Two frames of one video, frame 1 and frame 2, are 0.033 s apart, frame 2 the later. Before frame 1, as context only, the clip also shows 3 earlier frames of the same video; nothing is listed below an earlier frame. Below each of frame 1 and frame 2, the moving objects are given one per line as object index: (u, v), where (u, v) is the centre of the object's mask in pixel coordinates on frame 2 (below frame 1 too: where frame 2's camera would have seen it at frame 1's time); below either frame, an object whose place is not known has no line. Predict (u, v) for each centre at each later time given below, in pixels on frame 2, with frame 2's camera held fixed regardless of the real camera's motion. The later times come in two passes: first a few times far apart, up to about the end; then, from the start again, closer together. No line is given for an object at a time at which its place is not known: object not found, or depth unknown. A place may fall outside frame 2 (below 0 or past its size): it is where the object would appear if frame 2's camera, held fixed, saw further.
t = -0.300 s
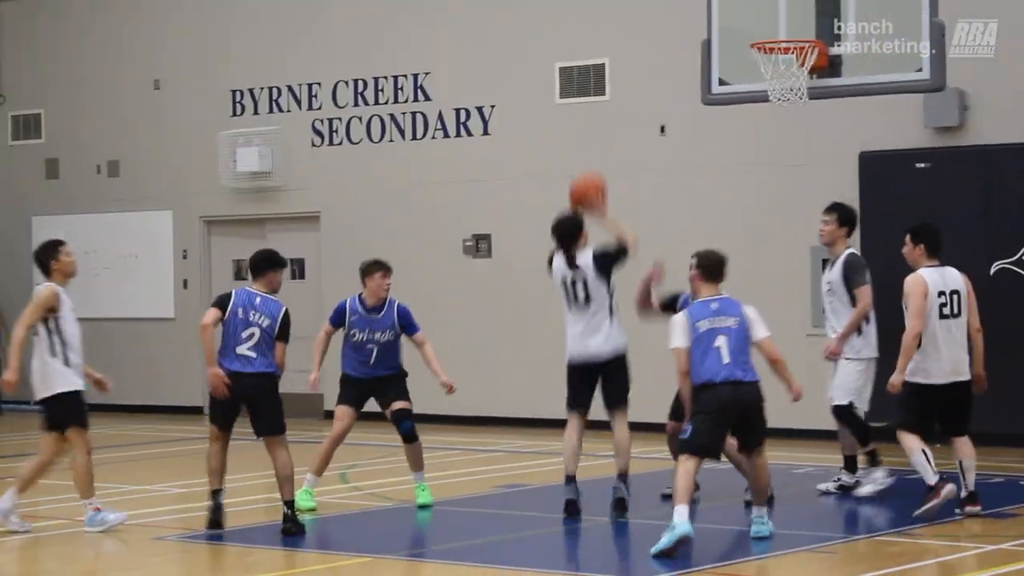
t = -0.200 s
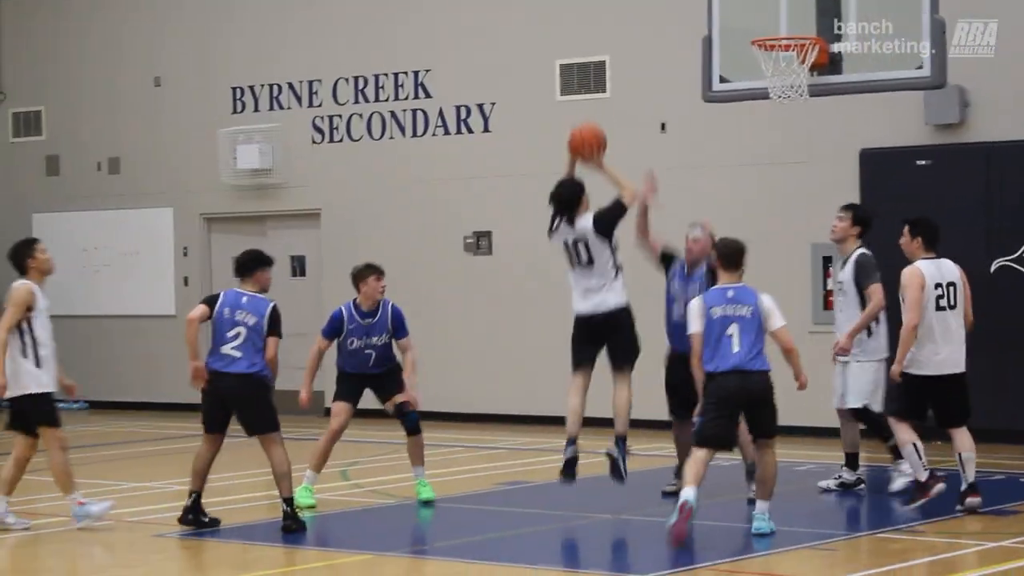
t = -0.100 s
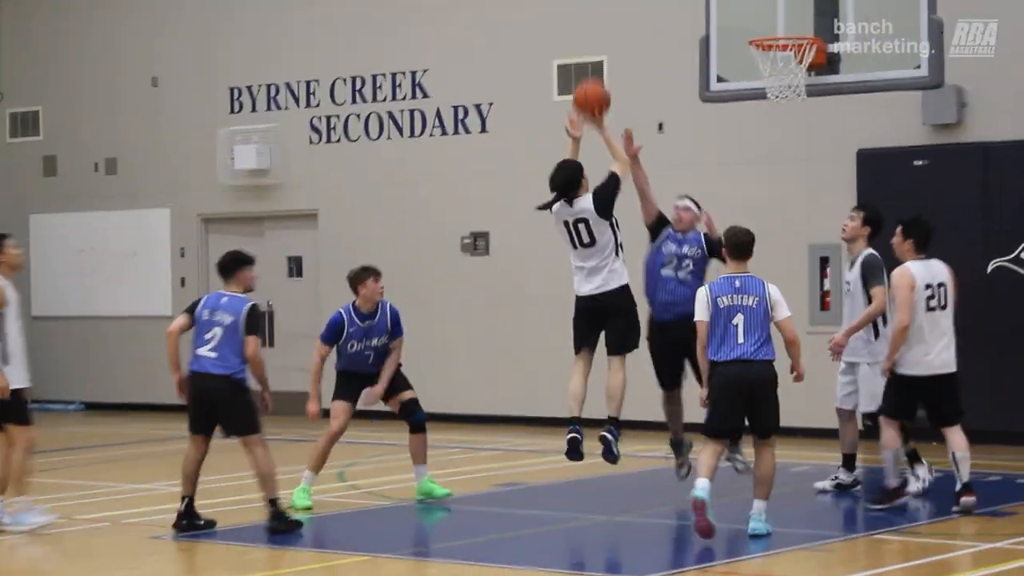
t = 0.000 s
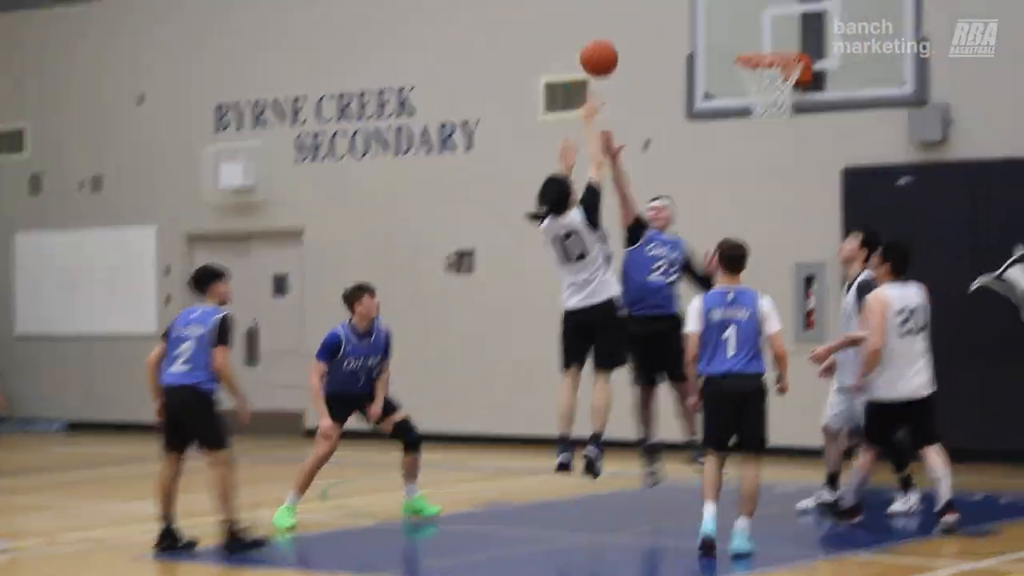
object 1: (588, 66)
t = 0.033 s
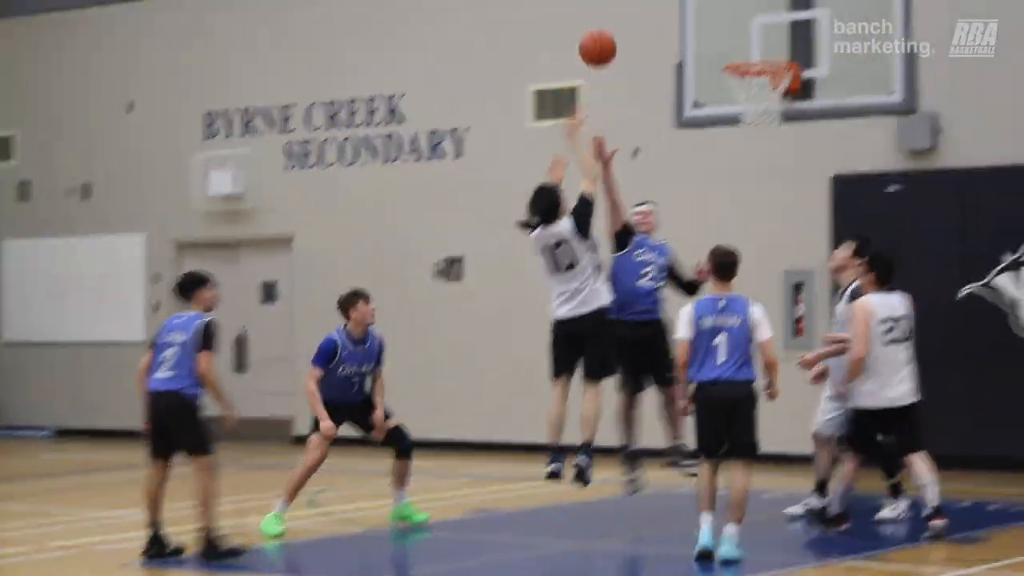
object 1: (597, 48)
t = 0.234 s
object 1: (652, -18)
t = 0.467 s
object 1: (710, -23)
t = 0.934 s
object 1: (753, 163)
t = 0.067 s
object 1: (607, 32)
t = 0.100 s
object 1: (615, 18)
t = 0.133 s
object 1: (625, 6)
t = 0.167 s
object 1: (634, -5)
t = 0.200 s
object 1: (642, -12)
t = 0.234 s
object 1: (652, -18)
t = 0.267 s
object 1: (660, -22)
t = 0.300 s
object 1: (668, -24)
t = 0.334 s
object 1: (677, -26)
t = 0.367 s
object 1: (686, -28)
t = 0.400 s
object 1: (694, -29)
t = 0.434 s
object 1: (702, -27)
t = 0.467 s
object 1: (710, -23)
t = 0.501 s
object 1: (718, -17)
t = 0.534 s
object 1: (726, -9)
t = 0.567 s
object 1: (734, 0)
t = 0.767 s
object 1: (768, 82)
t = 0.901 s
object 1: (756, 144)
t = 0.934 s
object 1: (753, 163)
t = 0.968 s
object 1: (751, 183)
